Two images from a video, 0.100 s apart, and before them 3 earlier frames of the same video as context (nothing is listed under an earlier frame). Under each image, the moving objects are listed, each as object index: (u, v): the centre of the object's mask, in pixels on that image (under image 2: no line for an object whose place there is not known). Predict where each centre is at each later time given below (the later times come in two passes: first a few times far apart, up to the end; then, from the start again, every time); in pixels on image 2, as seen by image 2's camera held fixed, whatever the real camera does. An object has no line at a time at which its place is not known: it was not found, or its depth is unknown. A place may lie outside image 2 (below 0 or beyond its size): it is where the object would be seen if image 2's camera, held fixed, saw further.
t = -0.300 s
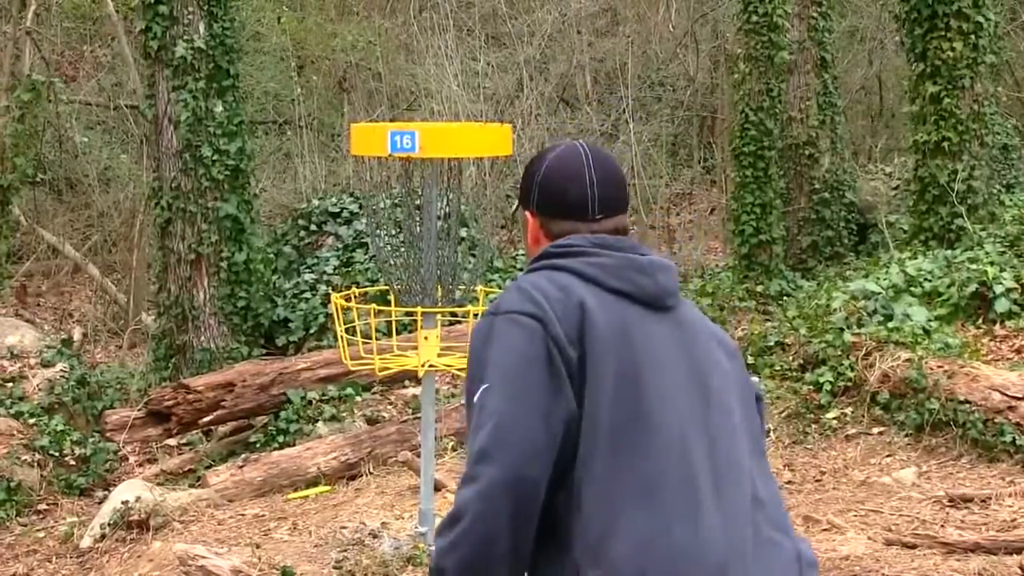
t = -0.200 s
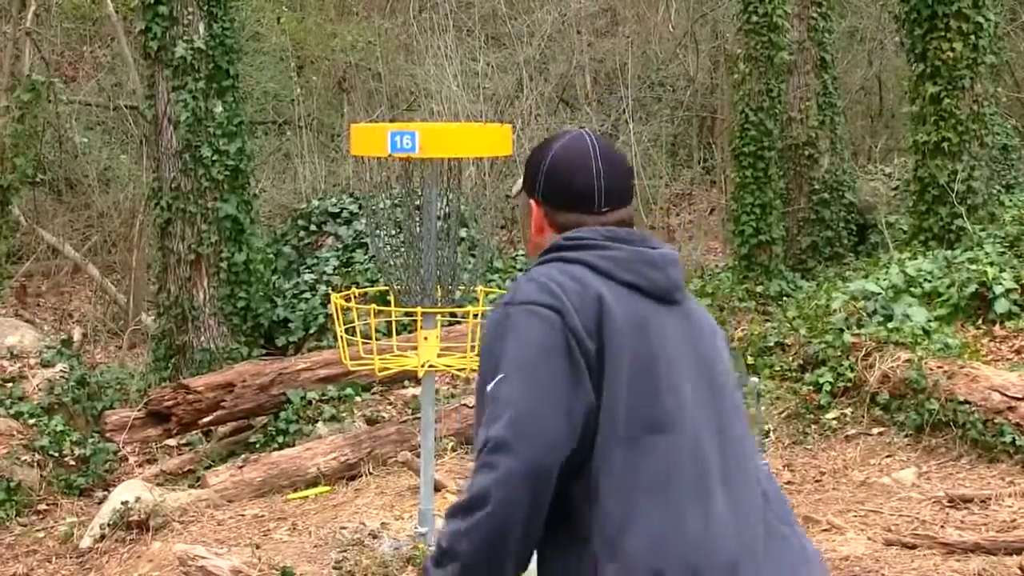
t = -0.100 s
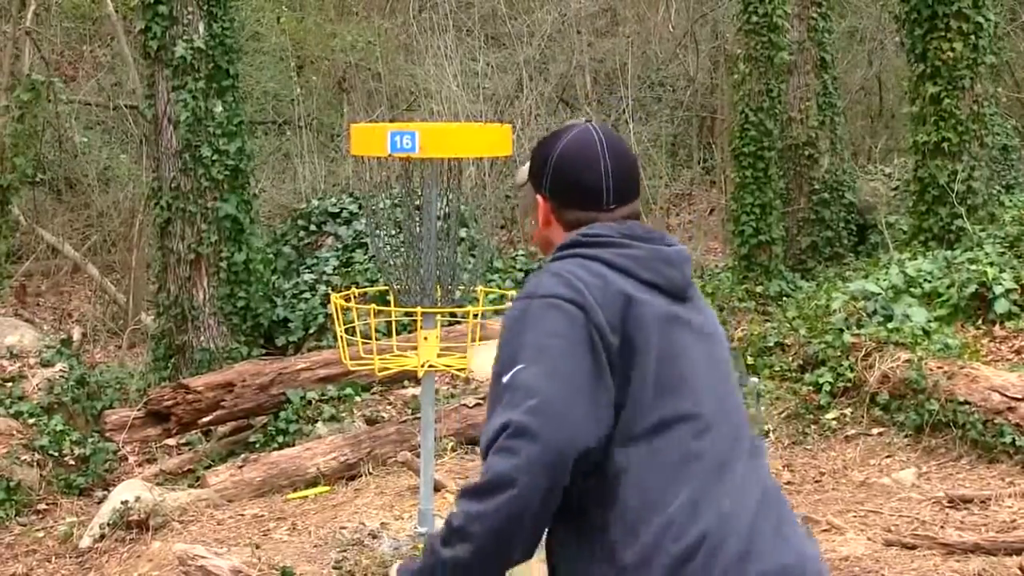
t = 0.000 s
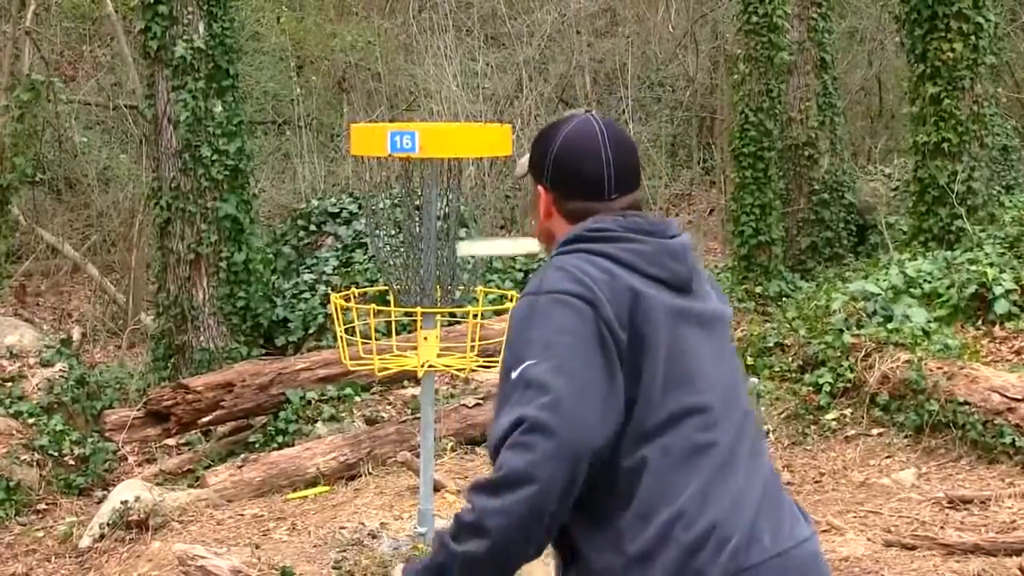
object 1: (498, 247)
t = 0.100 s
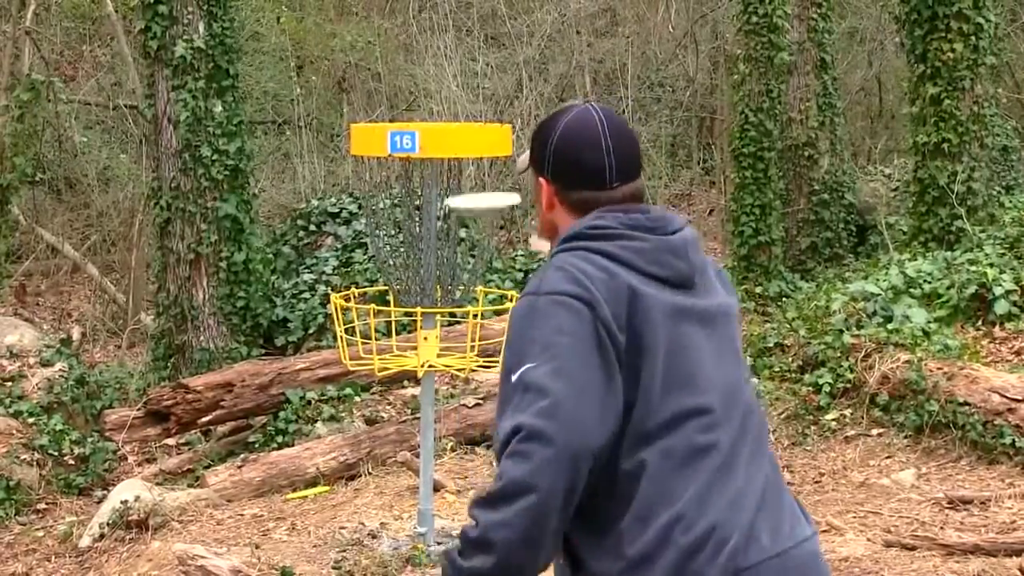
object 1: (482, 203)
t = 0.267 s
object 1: (464, 210)
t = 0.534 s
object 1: (456, 295)
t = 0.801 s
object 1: (446, 340)
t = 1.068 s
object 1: (457, 360)
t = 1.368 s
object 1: (453, 362)
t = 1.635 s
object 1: (454, 362)
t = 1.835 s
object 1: (456, 363)
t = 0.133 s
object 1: (479, 196)
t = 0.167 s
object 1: (475, 195)
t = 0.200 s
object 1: (471, 197)
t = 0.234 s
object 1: (466, 203)
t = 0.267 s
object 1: (464, 210)
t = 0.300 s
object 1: (461, 220)
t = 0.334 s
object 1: (459, 225)
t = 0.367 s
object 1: (456, 229)
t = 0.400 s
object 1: (454, 237)
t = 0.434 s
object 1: (455, 247)
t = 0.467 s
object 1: (456, 260)
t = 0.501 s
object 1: (457, 277)
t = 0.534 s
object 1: (456, 295)
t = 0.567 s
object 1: (458, 318)
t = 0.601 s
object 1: (460, 339)
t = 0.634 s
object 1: (462, 343)
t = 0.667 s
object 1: (460, 346)
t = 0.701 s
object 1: (458, 340)
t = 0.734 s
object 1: (455, 338)
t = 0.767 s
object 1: (450, 337)
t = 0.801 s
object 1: (446, 340)
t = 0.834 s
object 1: (443, 343)
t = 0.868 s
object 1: (444, 340)
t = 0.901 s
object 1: (444, 340)
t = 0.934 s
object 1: (445, 342)
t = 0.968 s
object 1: (446, 344)
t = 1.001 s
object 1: (446, 351)
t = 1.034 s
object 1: (449, 355)
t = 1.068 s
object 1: (457, 360)
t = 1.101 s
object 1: (454, 357)
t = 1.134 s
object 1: (454, 357)
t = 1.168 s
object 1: (454, 357)
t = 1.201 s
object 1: (454, 358)
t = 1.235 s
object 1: (455, 362)
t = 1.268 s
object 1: (454, 362)
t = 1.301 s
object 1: (454, 362)
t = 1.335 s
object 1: (453, 362)
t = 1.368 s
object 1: (453, 362)
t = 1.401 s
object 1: (454, 362)
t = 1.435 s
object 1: (454, 362)
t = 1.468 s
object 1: (454, 362)
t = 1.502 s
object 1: (454, 362)
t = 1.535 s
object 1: (454, 362)
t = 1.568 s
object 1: (454, 362)
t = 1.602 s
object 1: (454, 362)
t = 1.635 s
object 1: (454, 362)
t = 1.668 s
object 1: (454, 362)
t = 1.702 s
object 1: (454, 362)
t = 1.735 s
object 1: (454, 362)
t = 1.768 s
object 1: (455, 363)
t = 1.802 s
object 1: (455, 363)
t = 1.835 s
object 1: (456, 363)
